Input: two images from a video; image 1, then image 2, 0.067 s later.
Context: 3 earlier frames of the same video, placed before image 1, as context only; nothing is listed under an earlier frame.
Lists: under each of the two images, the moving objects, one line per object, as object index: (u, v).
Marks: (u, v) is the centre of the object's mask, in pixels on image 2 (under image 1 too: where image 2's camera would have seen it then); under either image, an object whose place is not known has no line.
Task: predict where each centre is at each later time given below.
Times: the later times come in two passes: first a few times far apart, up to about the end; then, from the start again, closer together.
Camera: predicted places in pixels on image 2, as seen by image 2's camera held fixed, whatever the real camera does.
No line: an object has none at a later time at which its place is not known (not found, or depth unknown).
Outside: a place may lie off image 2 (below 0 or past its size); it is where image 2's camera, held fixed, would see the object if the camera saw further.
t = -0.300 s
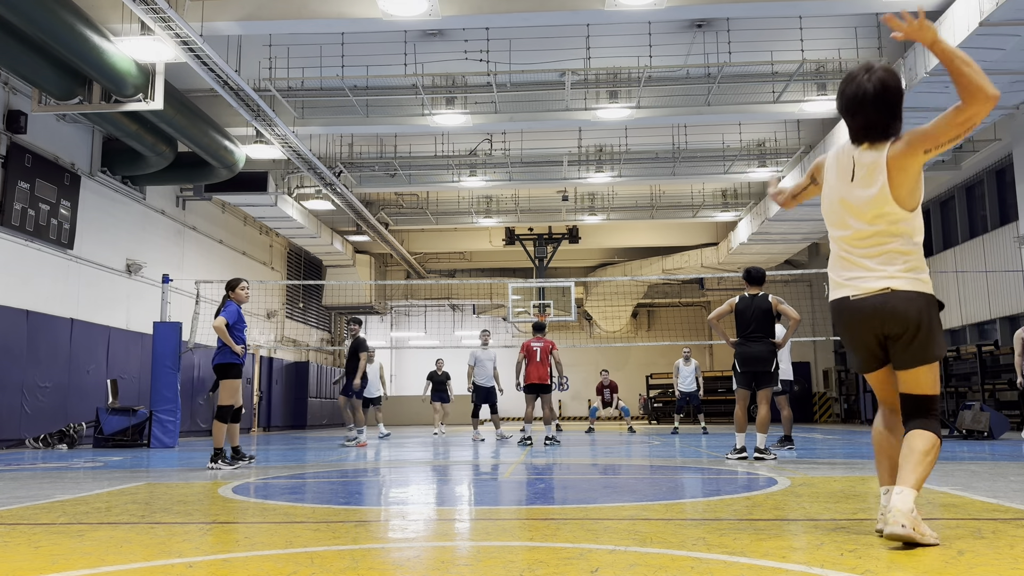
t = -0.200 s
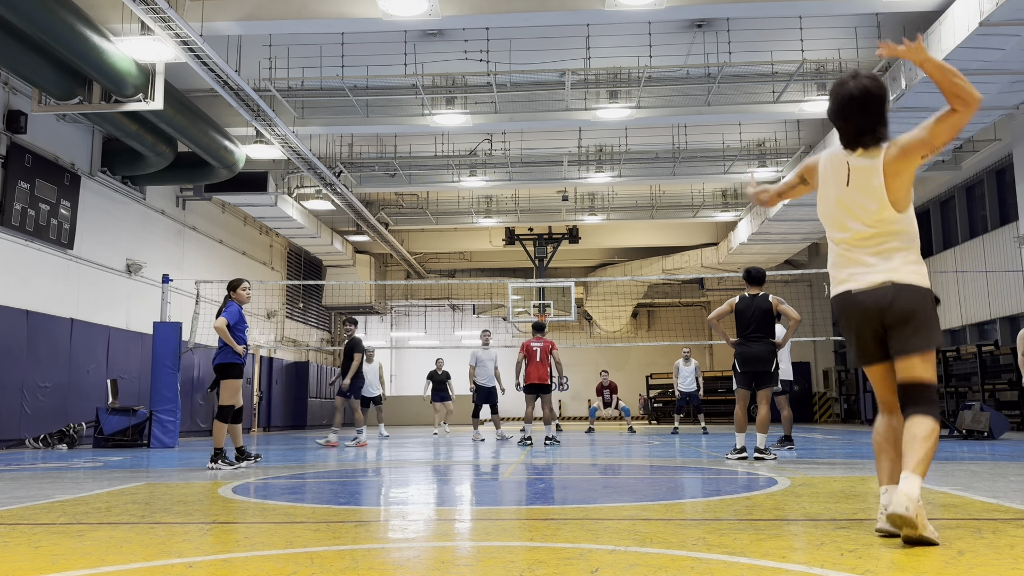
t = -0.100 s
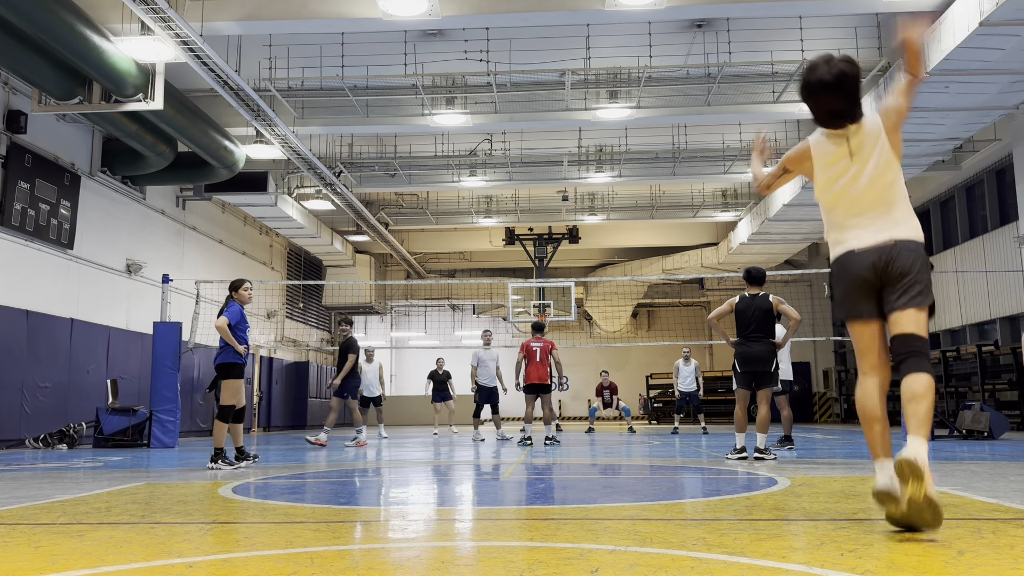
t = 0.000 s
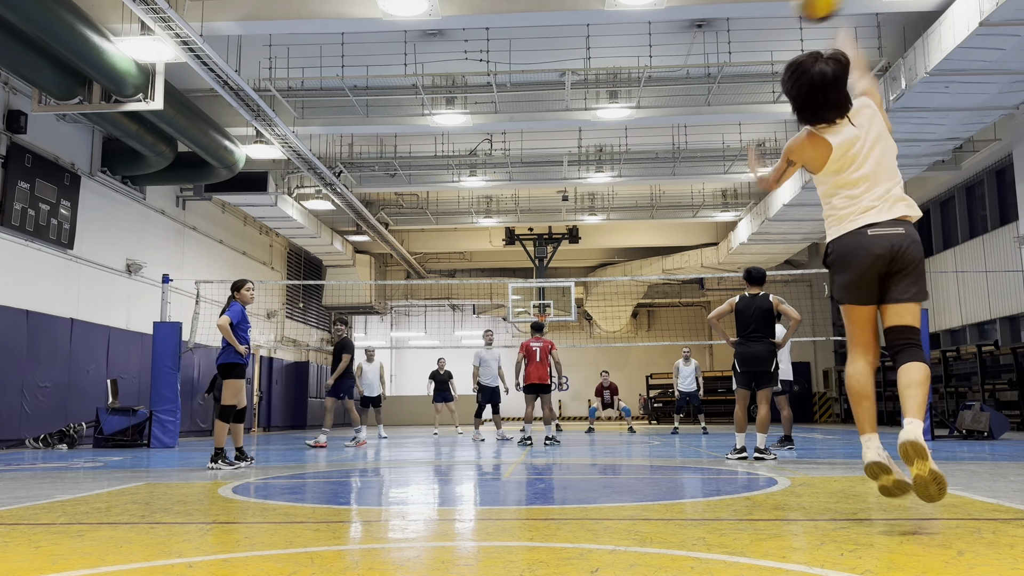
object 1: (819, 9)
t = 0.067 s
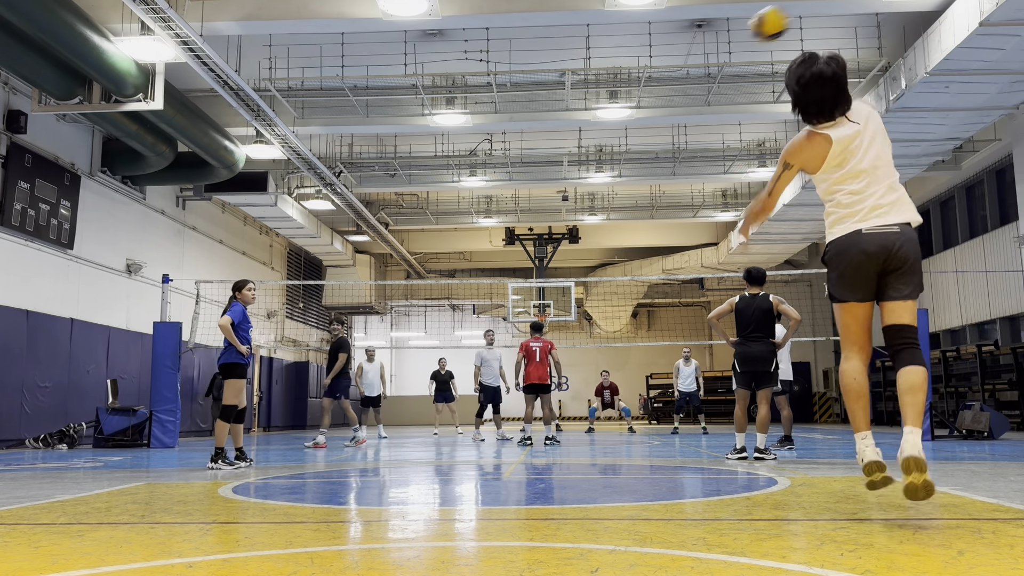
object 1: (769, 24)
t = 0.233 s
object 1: (703, 77)
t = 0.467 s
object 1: (649, 154)
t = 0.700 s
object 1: (617, 220)
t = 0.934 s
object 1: (601, 288)
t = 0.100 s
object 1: (751, 34)
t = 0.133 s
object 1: (737, 44)
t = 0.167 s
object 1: (724, 54)
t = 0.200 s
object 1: (713, 67)
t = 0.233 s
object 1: (703, 77)
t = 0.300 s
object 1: (685, 100)
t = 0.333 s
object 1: (677, 111)
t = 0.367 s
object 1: (670, 122)
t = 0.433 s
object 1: (656, 144)
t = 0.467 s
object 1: (649, 154)
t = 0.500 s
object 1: (644, 163)
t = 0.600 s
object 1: (628, 193)
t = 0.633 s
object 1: (624, 202)
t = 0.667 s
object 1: (620, 211)
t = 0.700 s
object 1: (617, 220)
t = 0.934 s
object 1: (601, 288)
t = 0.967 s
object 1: (600, 299)
